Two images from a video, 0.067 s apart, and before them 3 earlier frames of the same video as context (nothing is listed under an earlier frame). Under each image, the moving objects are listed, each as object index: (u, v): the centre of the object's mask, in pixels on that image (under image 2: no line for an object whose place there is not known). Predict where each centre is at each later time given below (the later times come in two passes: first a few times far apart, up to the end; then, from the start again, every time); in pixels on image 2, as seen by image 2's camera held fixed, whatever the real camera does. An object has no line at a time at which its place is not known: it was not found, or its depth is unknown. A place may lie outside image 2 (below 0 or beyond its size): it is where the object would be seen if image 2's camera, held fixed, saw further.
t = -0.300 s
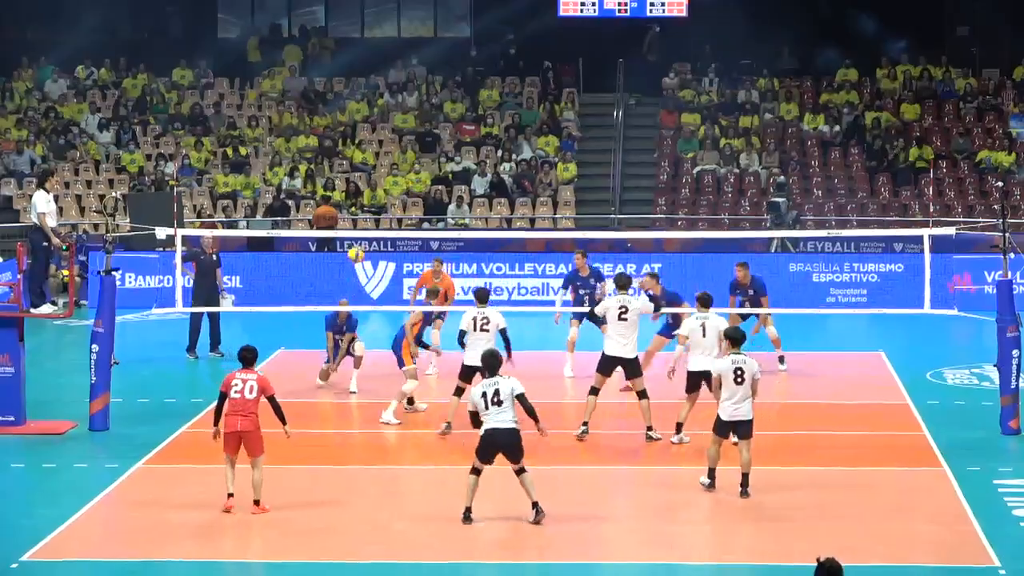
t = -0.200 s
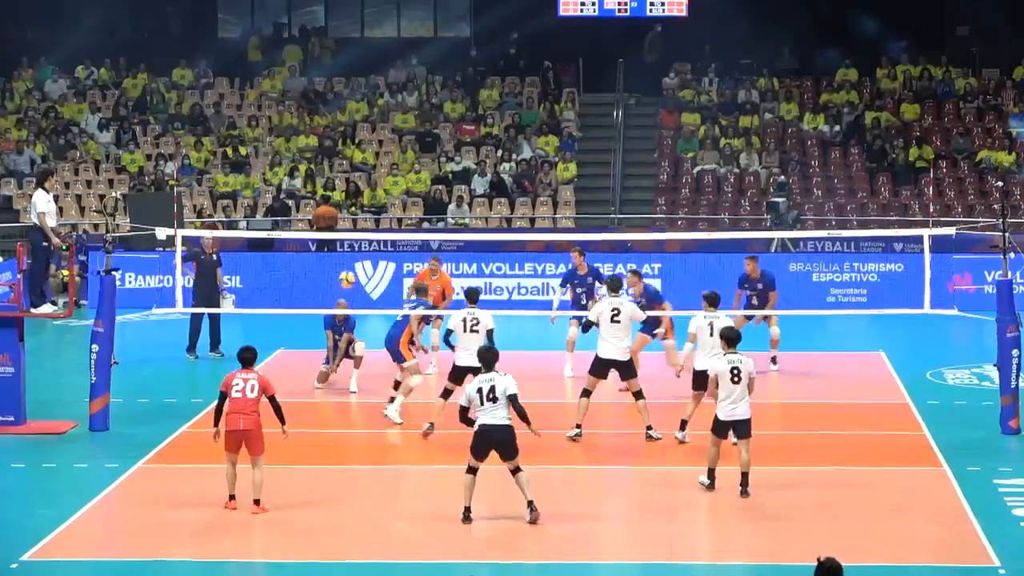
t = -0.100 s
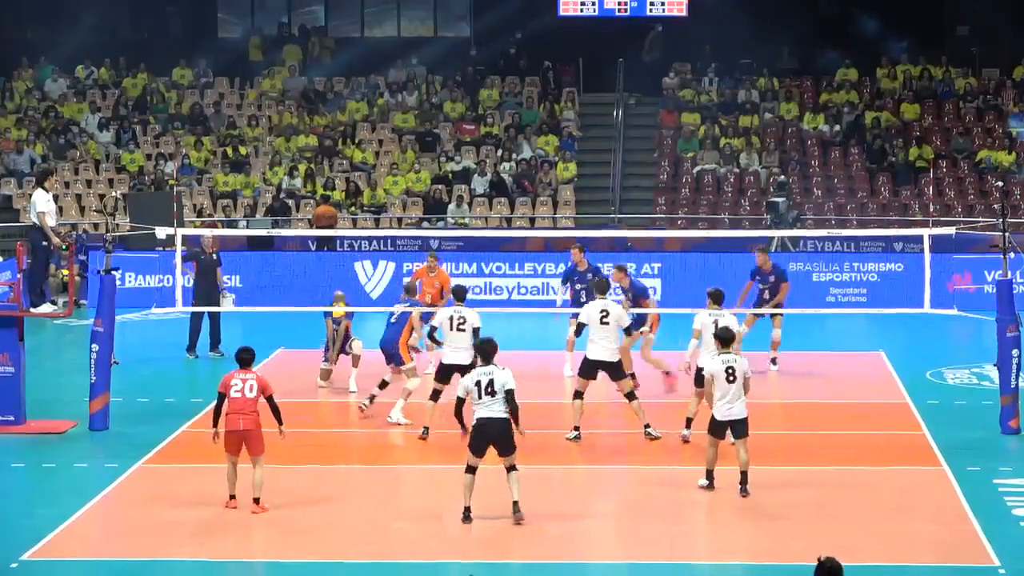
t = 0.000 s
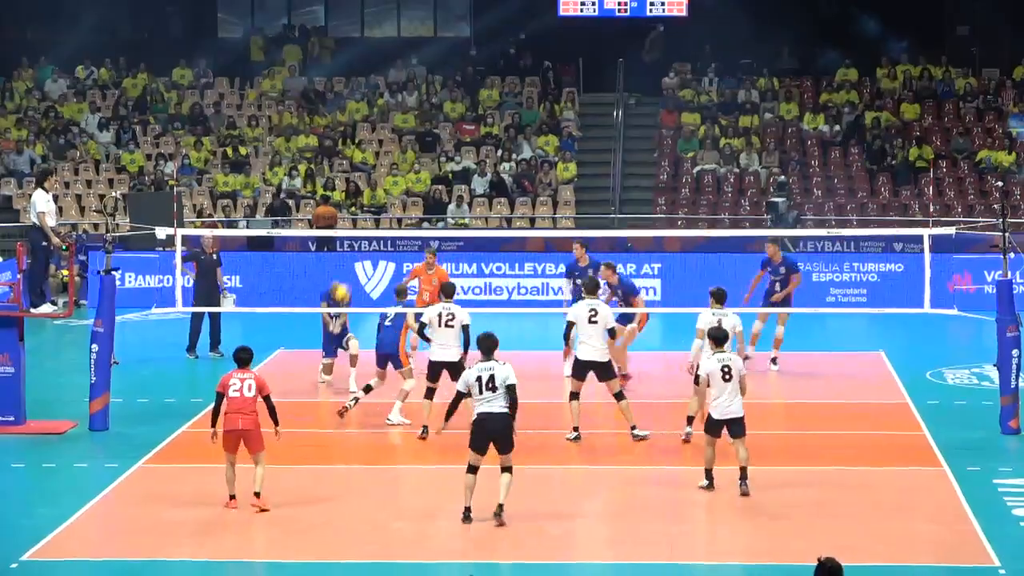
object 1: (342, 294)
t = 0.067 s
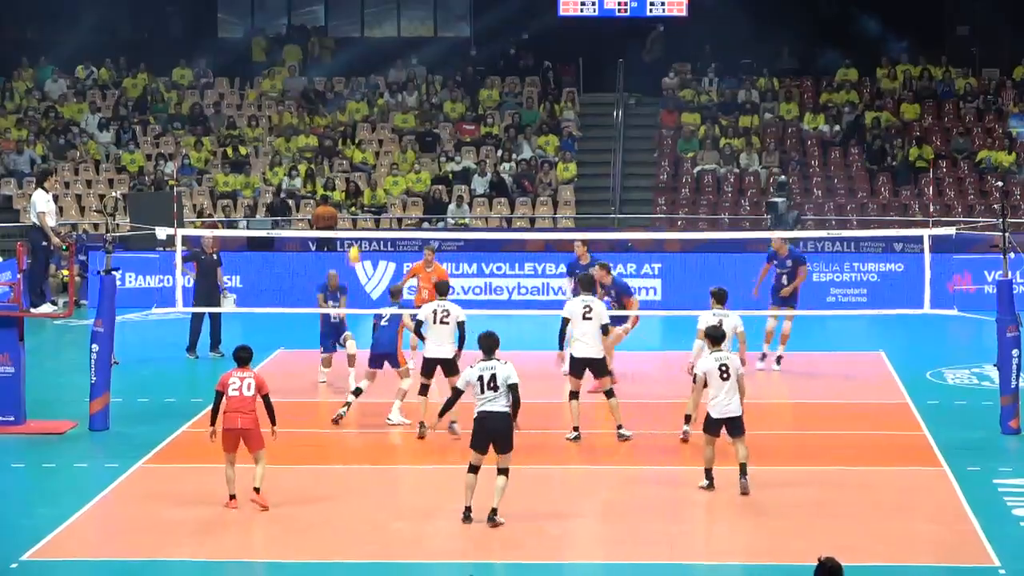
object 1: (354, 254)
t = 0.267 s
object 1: (383, 167)
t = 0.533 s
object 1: (424, 92)
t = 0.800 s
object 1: (463, 72)
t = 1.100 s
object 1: (508, 110)
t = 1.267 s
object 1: (531, 159)
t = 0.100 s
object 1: (359, 243)
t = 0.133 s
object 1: (363, 222)
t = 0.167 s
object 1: (368, 208)
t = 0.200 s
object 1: (375, 192)
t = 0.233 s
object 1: (379, 179)
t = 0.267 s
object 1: (383, 167)
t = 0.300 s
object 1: (389, 152)
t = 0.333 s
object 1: (393, 142)
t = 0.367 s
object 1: (398, 131)
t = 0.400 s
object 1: (403, 122)
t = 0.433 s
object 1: (408, 112)
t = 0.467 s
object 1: (413, 106)
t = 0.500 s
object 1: (418, 99)
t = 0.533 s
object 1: (424, 92)
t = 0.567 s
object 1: (429, 87)
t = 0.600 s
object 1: (433, 82)
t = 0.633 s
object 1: (438, 78)
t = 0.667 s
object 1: (443, 75)
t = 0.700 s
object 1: (449, 73)
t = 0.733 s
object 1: (453, 72)
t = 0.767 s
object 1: (458, 71)
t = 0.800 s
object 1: (463, 72)
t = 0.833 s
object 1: (469, 72)
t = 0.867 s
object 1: (473, 74)
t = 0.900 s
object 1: (478, 77)
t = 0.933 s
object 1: (483, 80)
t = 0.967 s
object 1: (488, 83)
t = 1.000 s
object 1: (494, 90)
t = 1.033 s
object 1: (499, 96)
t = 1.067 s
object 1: (503, 103)
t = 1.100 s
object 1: (508, 110)
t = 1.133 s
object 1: (513, 118)
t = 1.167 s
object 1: (518, 126)
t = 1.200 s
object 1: (522, 137)
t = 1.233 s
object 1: (527, 148)
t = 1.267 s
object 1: (531, 159)
